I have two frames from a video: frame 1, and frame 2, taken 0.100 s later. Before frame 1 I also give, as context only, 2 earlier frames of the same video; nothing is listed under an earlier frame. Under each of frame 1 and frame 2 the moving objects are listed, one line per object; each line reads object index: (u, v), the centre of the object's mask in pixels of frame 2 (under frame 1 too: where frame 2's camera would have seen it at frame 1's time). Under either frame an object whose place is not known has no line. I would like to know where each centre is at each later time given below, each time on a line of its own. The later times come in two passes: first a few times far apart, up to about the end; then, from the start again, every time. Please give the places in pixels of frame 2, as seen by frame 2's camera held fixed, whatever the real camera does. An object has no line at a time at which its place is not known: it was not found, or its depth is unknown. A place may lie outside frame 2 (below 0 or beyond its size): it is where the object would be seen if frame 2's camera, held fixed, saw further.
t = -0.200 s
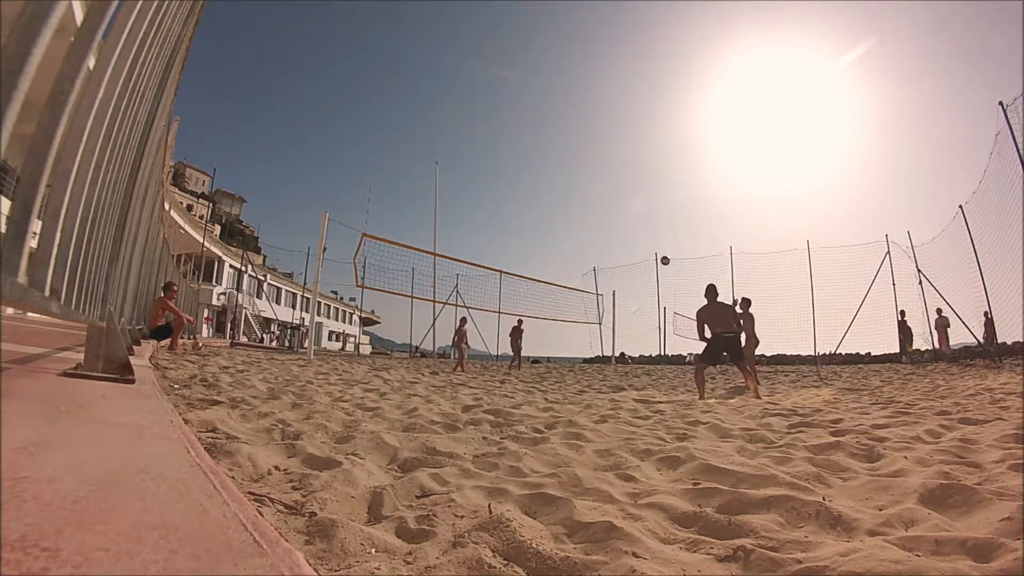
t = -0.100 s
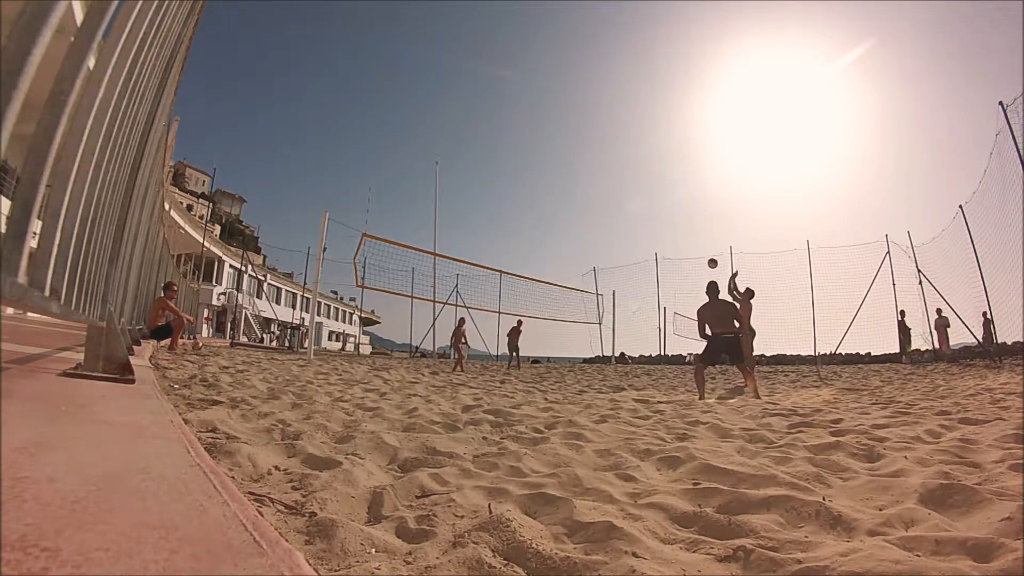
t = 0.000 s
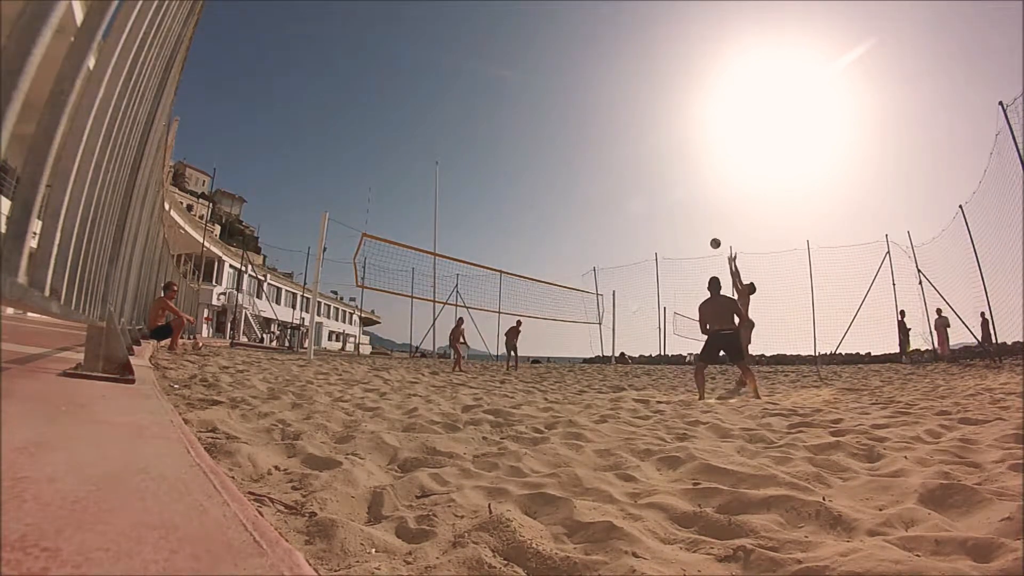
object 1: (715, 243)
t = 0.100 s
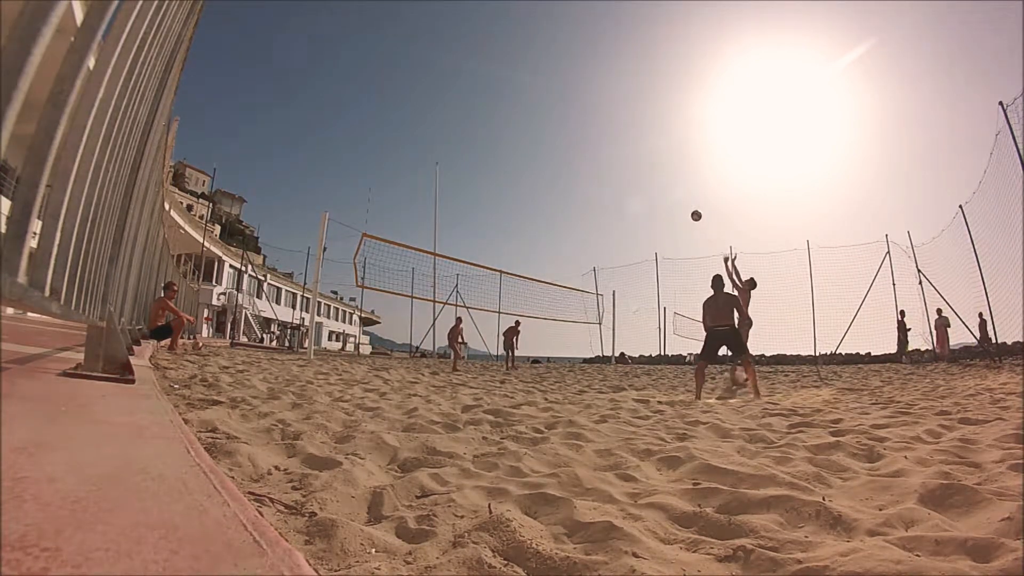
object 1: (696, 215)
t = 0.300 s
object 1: (656, 175)
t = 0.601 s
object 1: (591, 150)
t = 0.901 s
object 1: (519, 176)
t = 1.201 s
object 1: (431, 269)
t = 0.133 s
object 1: (689, 207)
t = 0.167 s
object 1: (683, 200)
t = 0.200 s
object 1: (676, 193)
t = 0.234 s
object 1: (670, 186)
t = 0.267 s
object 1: (663, 181)
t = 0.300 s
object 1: (656, 175)
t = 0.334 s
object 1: (649, 170)
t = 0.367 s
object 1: (642, 166)
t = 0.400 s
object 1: (635, 162)
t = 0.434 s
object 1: (628, 159)
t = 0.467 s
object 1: (621, 156)
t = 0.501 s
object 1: (614, 154)
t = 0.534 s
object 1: (606, 152)
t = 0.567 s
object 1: (598, 151)
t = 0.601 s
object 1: (591, 150)
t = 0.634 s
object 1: (584, 150)
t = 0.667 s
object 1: (576, 151)
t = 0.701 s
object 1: (568, 153)
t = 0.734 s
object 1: (560, 155)
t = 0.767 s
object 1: (552, 157)
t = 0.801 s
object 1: (544, 161)
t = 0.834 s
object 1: (536, 165)
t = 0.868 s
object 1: (527, 170)
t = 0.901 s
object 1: (519, 176)
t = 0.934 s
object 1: (510, 182)
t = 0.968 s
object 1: (501, 189)
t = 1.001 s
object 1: (491, 198)
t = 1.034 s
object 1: (482, 207)
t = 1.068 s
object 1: (472, 217)
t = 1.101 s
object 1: (462, 229)
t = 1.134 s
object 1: (452, 241)
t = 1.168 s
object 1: (442, 254)
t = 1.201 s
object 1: (431, 269)
